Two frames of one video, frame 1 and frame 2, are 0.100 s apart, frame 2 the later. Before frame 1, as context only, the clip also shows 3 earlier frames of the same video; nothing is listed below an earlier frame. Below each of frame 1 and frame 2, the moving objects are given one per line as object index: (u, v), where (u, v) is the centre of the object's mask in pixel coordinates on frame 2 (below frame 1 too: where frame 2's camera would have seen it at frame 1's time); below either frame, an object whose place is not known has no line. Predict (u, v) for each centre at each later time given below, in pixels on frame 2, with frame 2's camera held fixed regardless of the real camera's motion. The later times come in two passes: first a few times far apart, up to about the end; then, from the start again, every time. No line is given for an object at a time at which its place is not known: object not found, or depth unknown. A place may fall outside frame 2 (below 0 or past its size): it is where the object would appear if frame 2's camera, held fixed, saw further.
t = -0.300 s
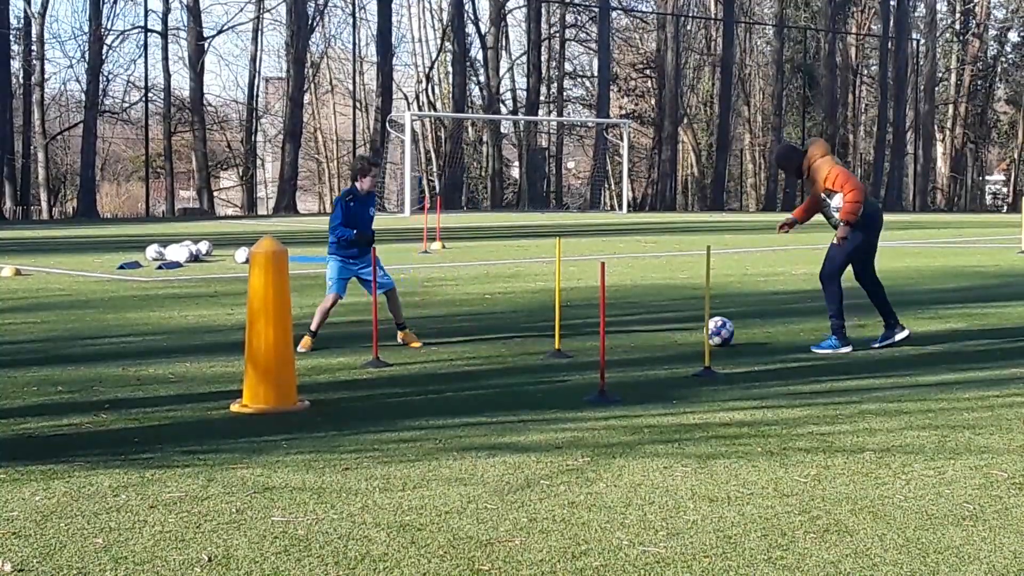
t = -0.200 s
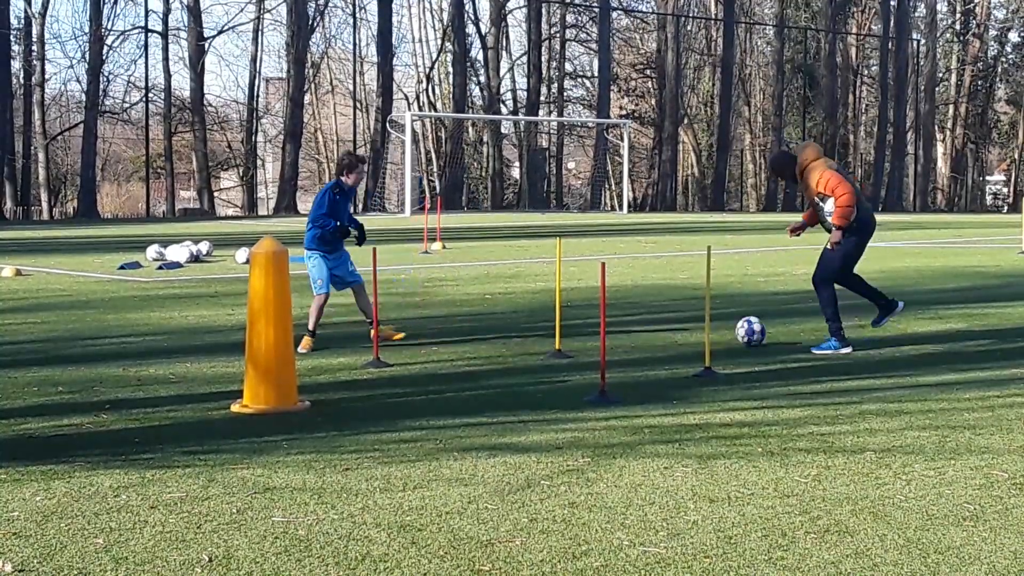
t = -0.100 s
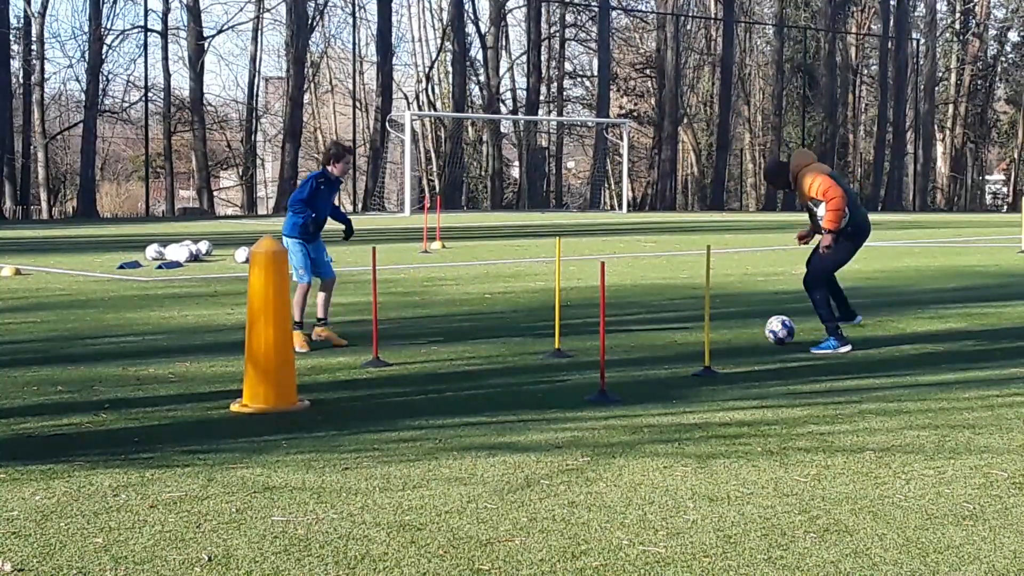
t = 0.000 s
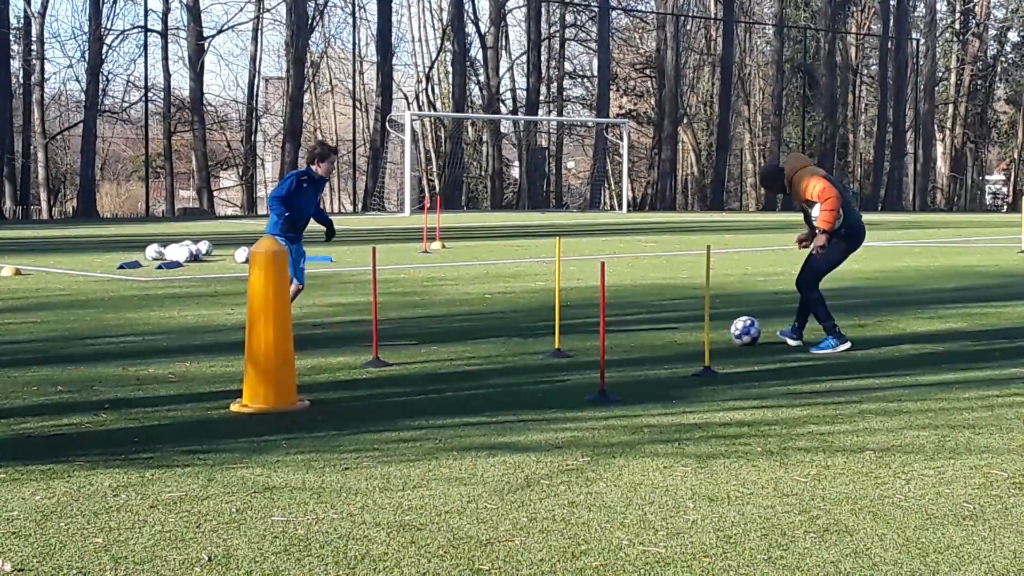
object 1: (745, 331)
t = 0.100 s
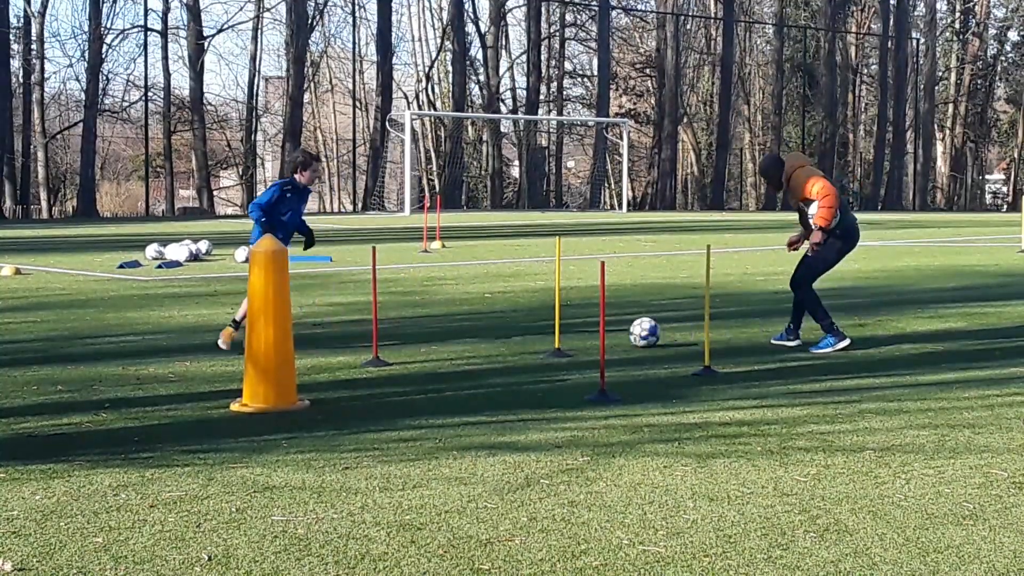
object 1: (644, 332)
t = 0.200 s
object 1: (549, 334)
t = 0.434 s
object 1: (355, 338)
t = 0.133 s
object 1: (613, 333)
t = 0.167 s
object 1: (581, 334)
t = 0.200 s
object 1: (549, 334)
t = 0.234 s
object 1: (521, 335)
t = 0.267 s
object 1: (491, 336)
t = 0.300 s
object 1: (463, 335)
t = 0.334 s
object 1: (435, 335)
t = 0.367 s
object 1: (408, 336)
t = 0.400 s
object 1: (380, 338)
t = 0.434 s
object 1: (355, 338)
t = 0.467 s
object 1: (330, 338)
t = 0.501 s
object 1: (307, 338)
